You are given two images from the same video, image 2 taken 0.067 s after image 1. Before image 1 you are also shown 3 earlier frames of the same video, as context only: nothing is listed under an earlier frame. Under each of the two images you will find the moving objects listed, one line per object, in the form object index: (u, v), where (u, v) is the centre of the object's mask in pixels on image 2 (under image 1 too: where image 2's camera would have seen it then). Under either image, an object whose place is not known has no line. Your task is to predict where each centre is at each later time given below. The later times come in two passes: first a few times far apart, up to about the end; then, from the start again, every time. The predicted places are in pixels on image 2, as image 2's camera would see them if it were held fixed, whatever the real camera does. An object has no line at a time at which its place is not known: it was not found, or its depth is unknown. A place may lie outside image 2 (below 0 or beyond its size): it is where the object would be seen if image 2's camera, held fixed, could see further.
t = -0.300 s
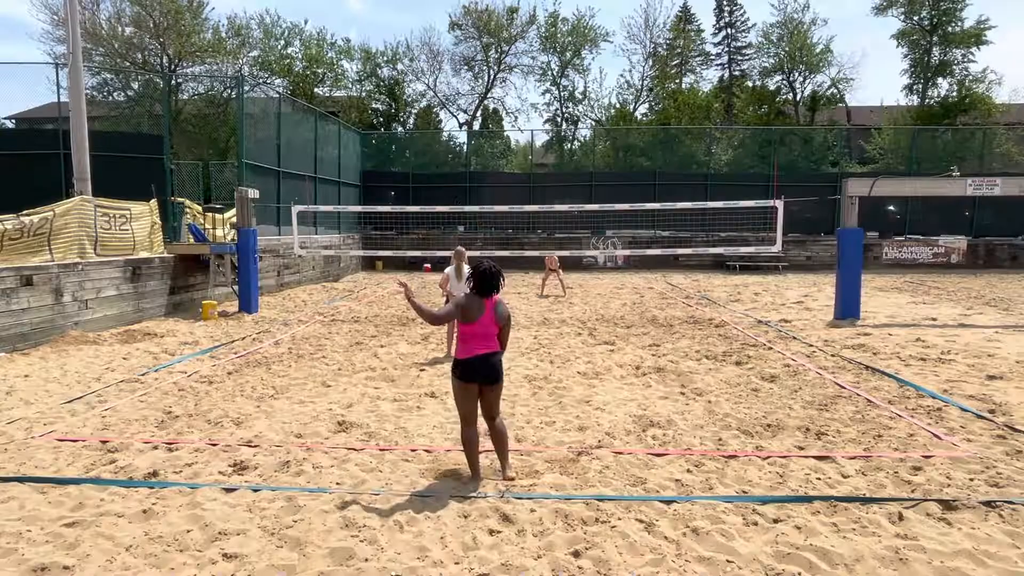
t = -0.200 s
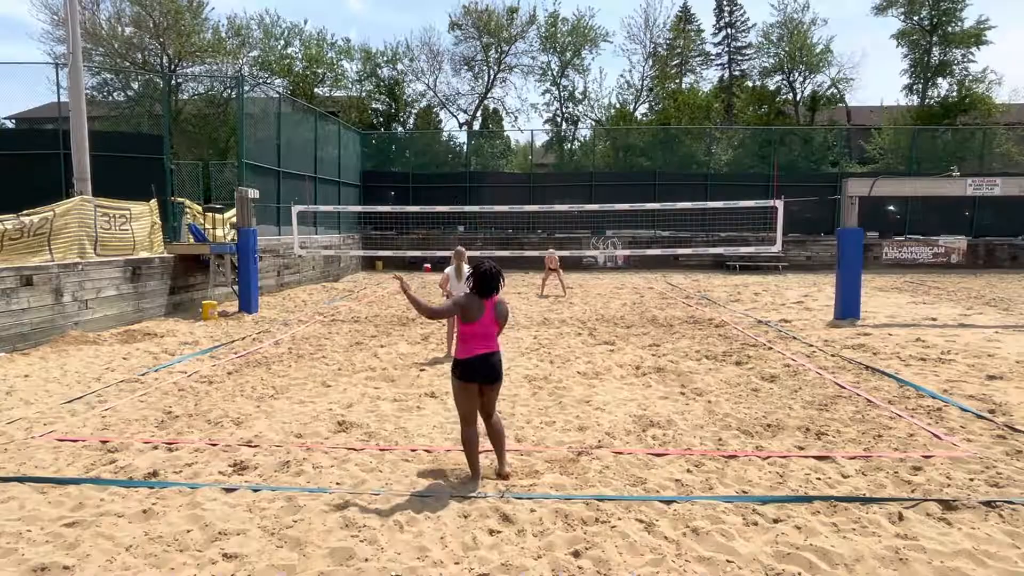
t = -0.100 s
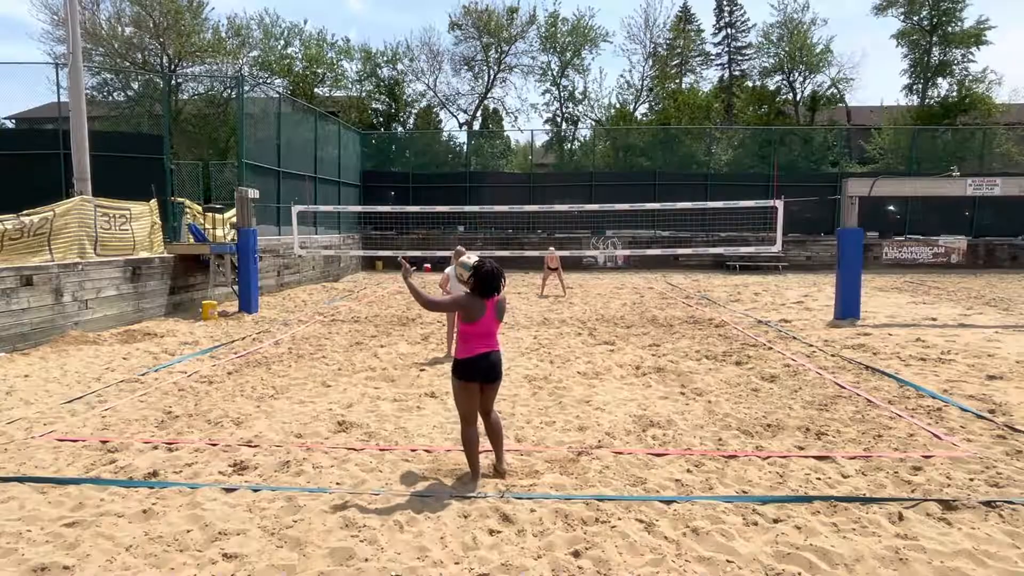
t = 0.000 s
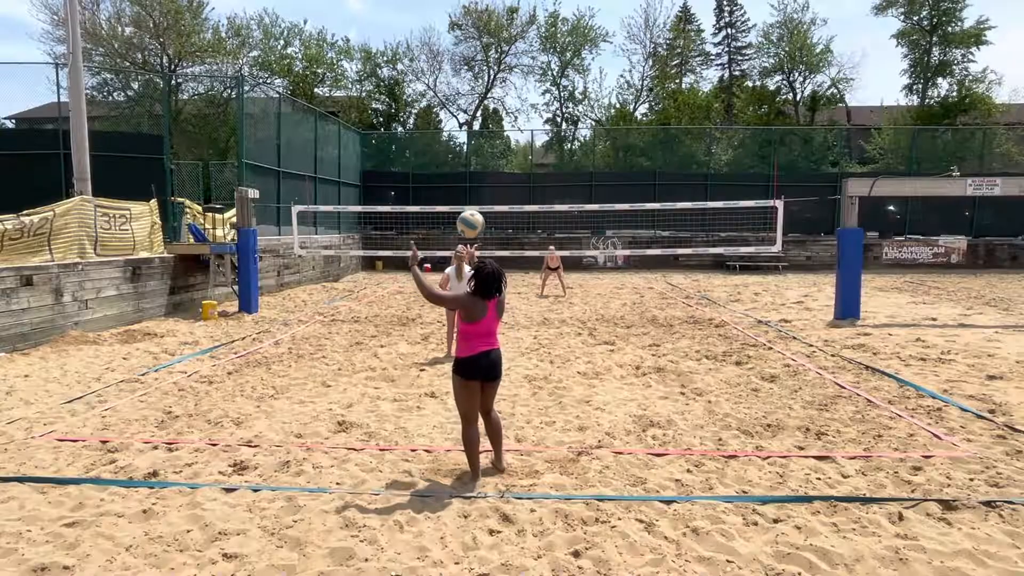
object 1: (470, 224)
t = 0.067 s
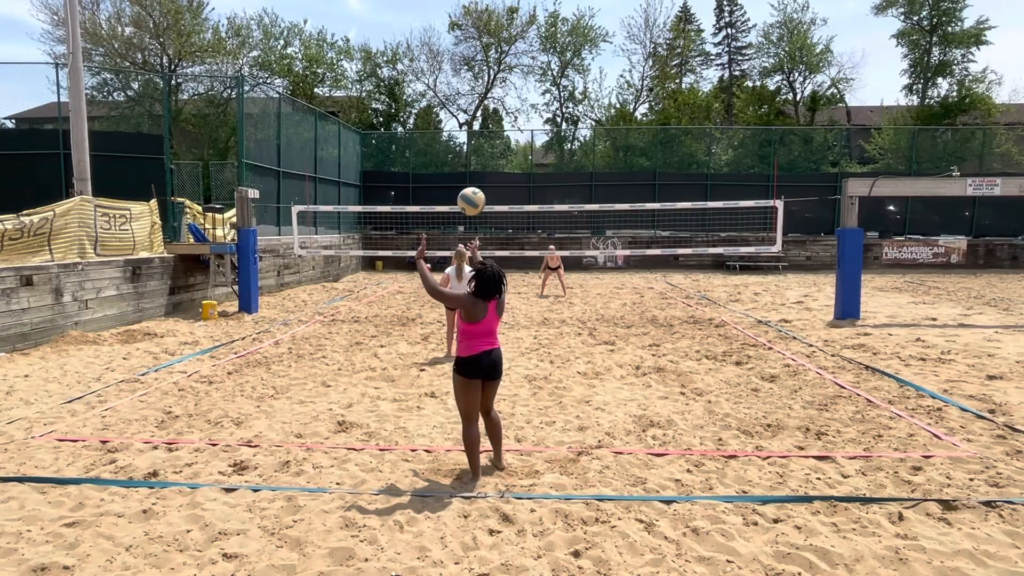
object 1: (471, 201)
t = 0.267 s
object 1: (473, 166)
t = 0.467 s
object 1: (475, 180)
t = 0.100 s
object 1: (472, 192)
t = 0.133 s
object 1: (472, 184)
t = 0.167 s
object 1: (472, 177)
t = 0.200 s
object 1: (473, 172)
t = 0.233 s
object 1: (473, 168)
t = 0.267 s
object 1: (473, 166)
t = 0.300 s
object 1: (474, 164)
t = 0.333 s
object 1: (474, 165)
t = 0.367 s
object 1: (474, 166)
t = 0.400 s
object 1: (474, 170)
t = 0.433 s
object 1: (475, 174)
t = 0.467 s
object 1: (475, 180)
